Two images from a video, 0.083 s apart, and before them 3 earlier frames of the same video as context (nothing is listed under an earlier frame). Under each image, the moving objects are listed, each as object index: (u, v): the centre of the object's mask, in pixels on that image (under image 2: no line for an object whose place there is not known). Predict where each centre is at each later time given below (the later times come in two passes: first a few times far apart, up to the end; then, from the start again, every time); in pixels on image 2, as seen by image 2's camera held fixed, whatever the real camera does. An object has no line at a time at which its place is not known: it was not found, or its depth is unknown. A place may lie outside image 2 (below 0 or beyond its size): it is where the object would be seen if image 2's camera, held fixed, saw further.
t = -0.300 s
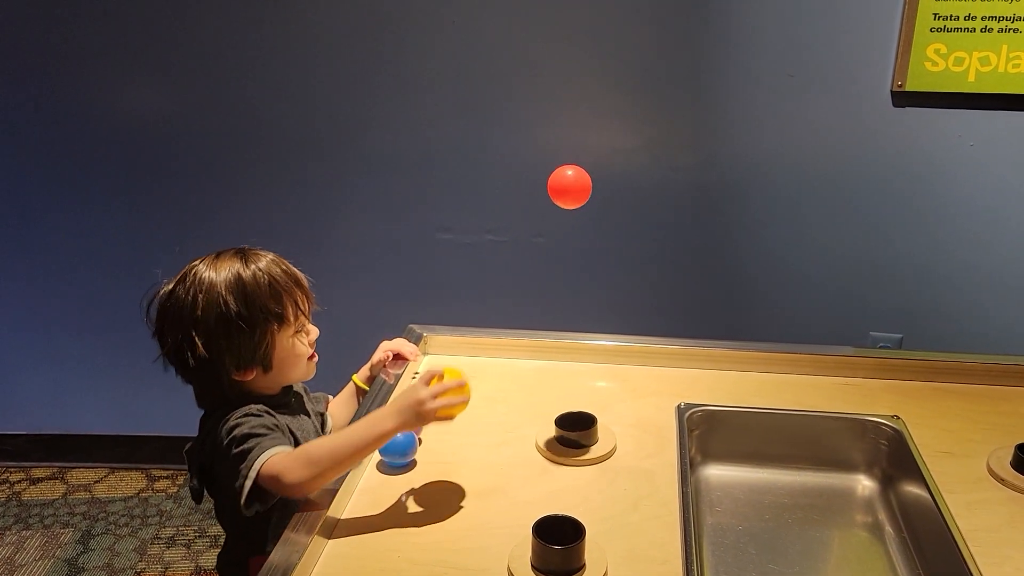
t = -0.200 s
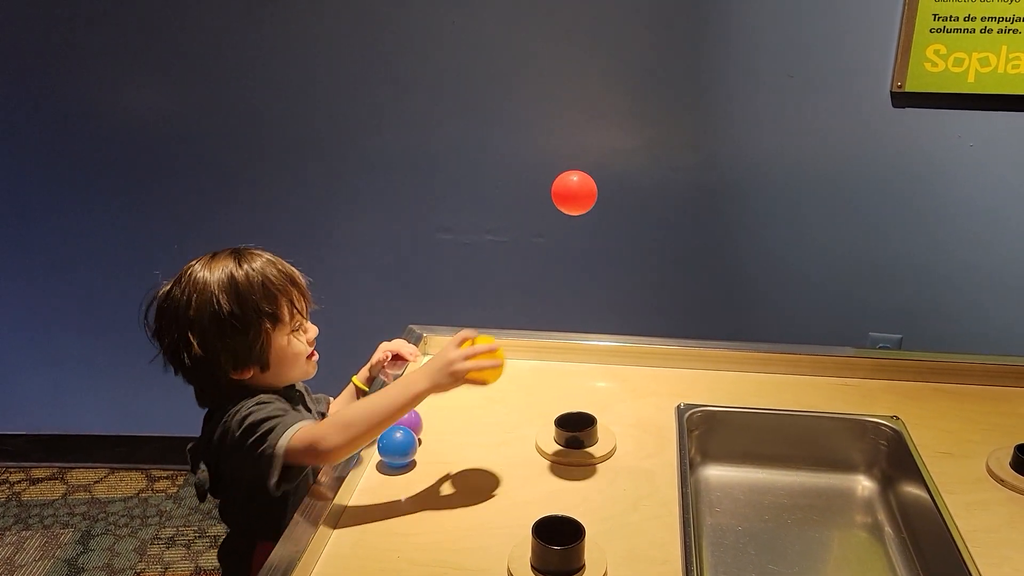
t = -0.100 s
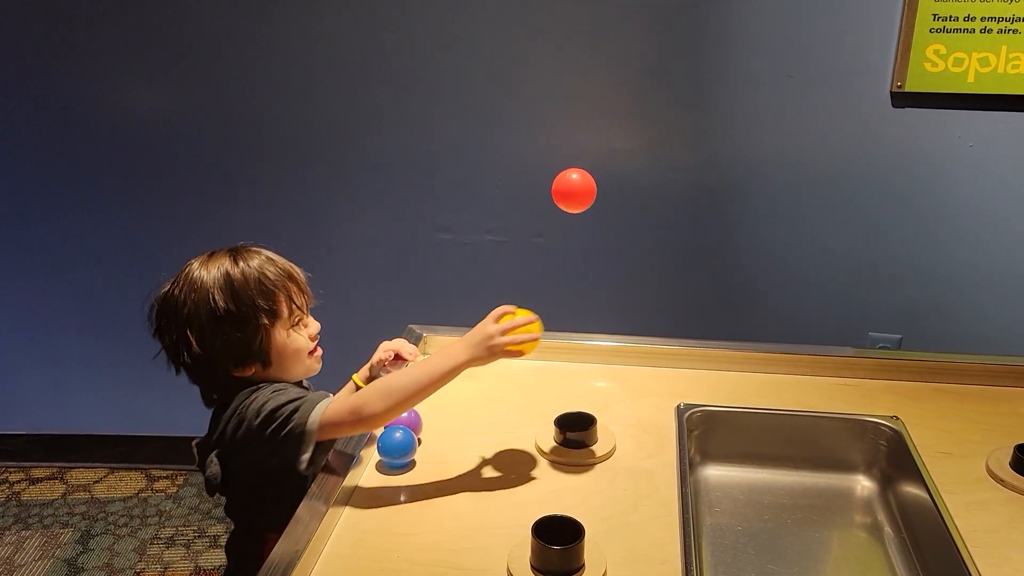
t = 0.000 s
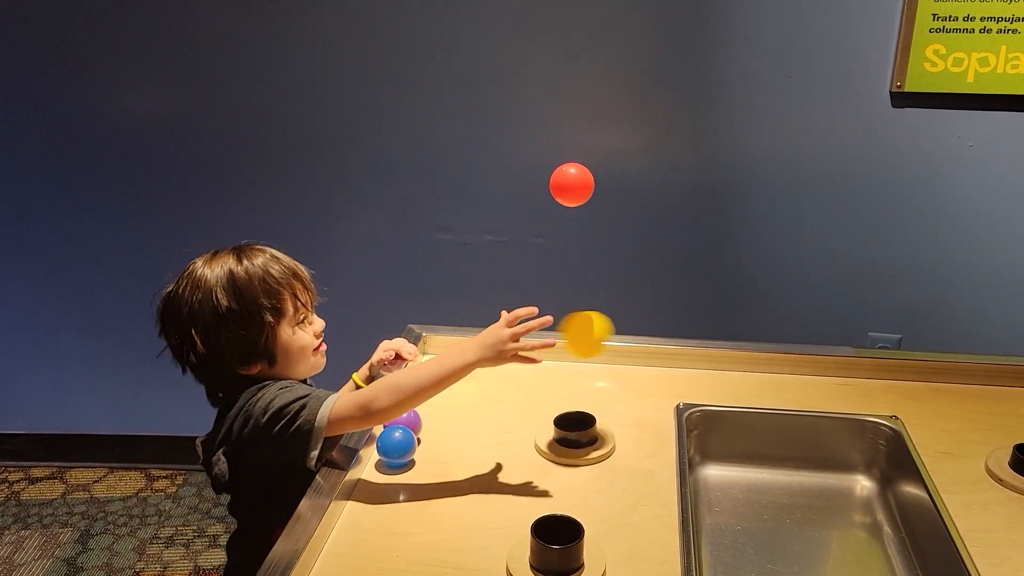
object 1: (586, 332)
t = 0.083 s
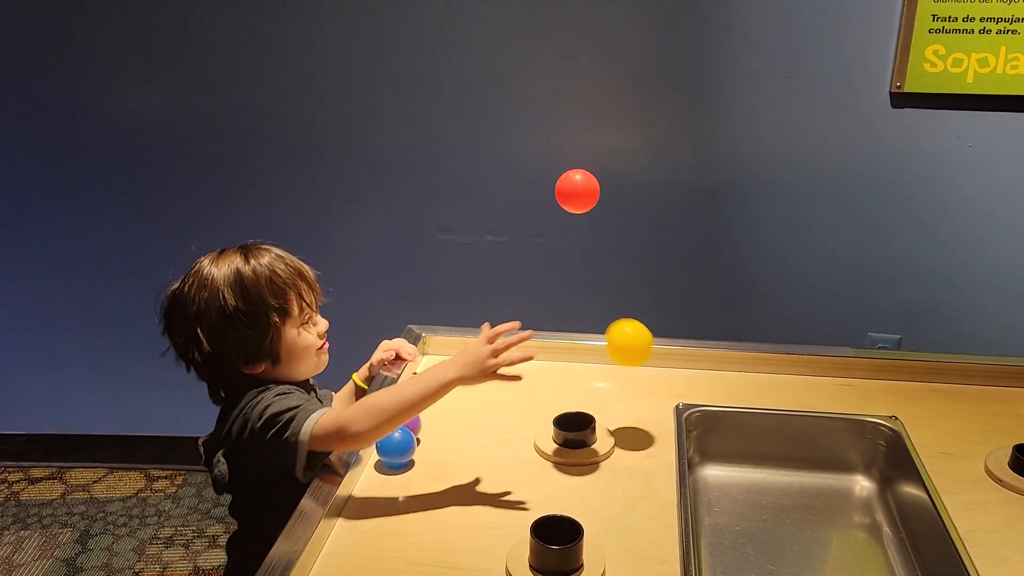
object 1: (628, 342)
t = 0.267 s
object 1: (685, 368)
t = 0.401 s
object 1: (715, 380)
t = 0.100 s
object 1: (634, 347)
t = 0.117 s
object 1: (640, 355)
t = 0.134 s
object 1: (645, 366)
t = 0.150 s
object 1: (650, 376)
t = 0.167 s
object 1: (656, 390)
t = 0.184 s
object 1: (661, 407)
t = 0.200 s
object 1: (666, 402)
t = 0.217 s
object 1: (671, 392)
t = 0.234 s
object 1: (675, 381)
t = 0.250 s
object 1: (680, 374)
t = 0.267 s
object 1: (685, 368)
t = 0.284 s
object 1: (689, 364)
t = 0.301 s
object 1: (693, 361)
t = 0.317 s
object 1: (697, 360)
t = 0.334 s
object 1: (701, 361)
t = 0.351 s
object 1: (704, 363)
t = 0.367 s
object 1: (708, 367)
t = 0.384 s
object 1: (712, 373)
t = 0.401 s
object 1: (715, 380)
